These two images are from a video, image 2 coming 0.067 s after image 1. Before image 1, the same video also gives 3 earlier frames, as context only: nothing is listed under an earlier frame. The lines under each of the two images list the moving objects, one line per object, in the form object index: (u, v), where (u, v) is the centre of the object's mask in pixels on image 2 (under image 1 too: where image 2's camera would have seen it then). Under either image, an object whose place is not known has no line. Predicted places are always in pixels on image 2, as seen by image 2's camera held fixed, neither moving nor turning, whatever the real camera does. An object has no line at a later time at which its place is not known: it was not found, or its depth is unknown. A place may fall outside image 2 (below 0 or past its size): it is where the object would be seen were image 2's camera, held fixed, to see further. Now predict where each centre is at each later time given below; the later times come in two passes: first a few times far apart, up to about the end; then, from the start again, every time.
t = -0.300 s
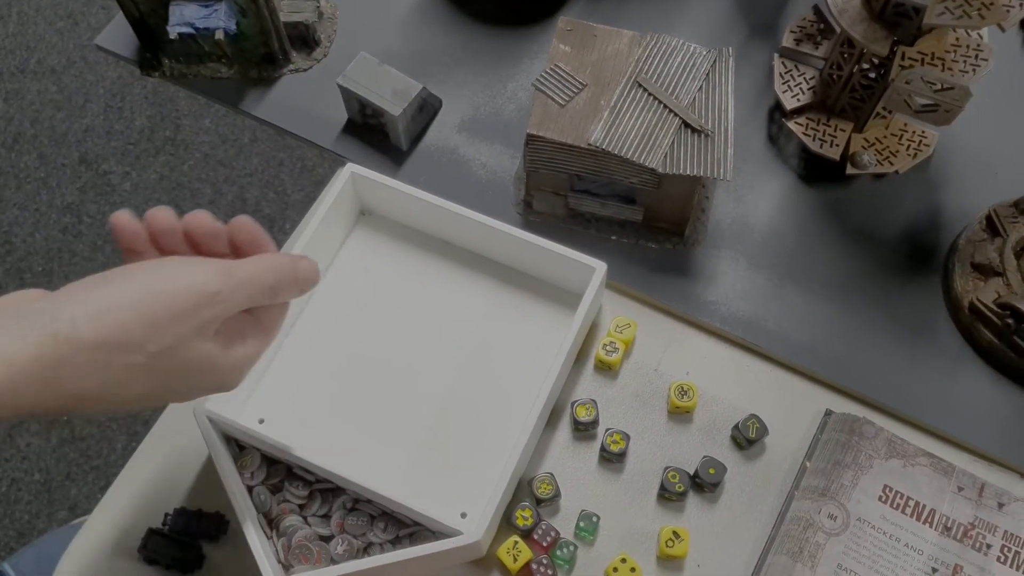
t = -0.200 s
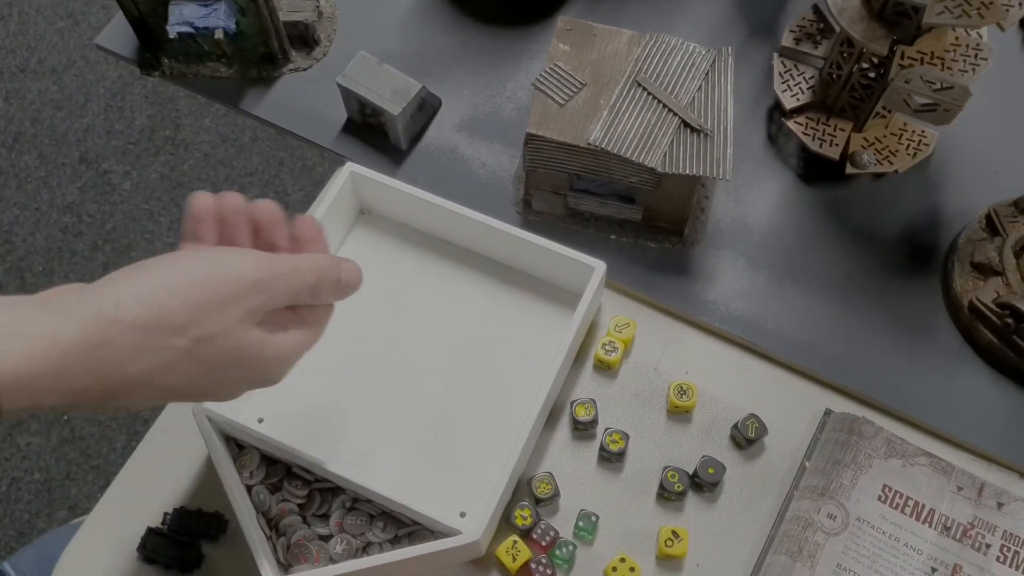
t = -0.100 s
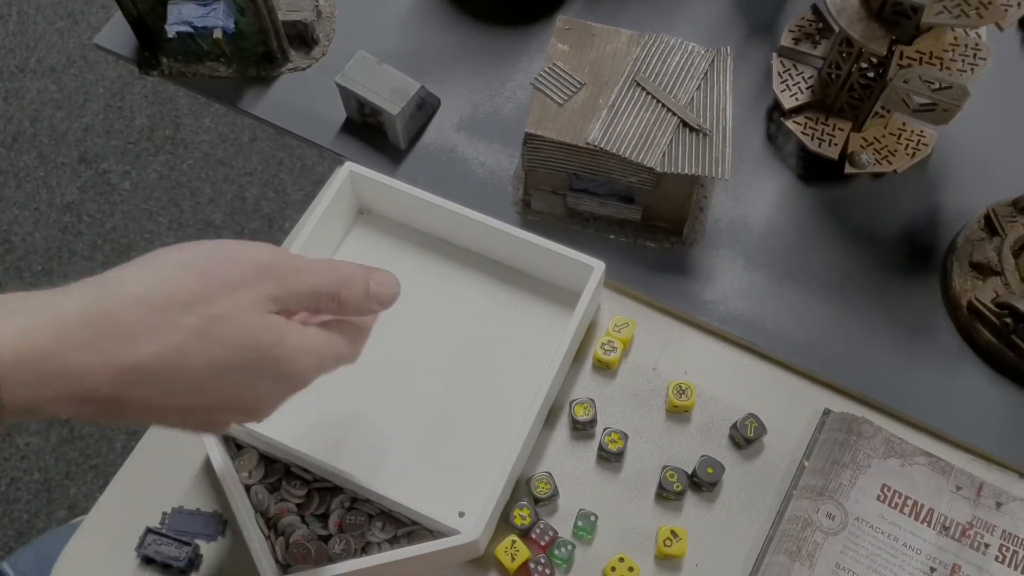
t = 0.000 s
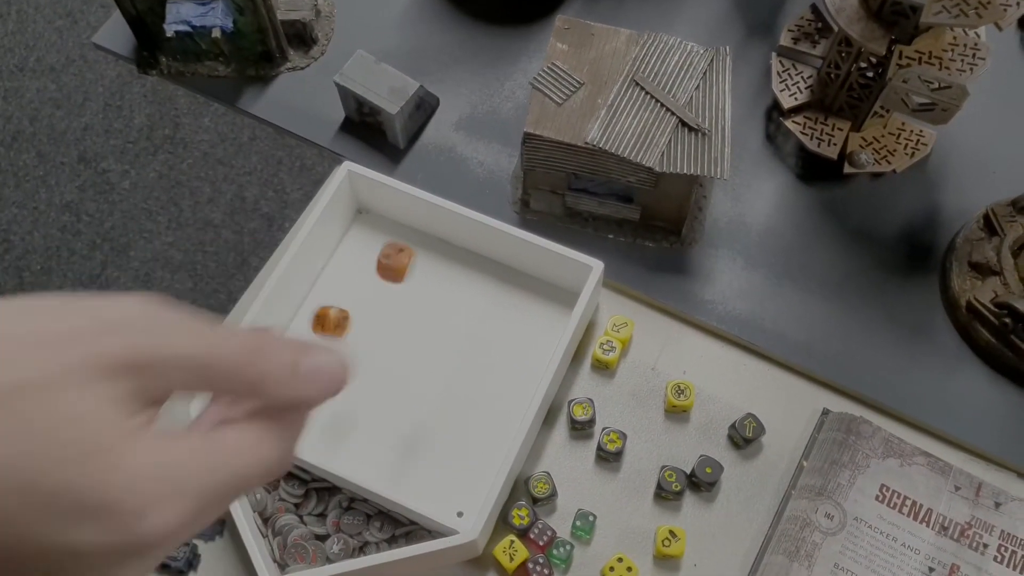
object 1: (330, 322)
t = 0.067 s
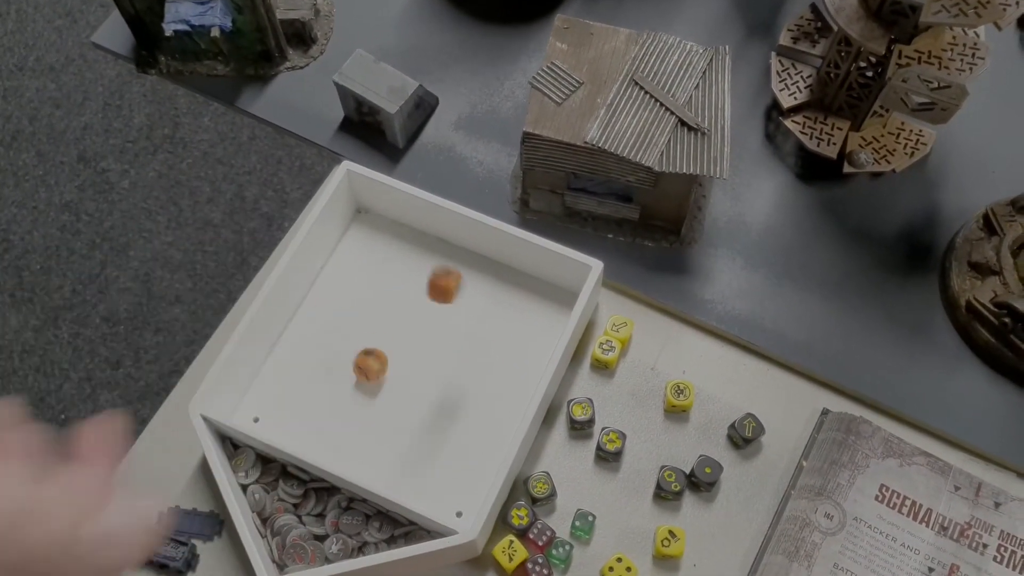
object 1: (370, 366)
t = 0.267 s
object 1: (383, 346)
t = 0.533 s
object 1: (364, 321)
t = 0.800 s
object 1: (363, 329)
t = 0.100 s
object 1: (372, 355)
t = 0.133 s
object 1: (376, 351)
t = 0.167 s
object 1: (383, 355)
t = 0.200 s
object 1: (384, 351)
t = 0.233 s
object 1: (384, 351)
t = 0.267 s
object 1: (383, 346)
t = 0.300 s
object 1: (380, 342)
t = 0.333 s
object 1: (379, 334)
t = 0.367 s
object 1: (379, 329)
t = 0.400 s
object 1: (378, 326)
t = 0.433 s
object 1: (376, 322)
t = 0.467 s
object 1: (373, 318)
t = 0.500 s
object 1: (367, 321)
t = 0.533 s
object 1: (364, 321)
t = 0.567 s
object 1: (362, 323)
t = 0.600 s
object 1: (361, 326)
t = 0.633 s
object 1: (362, 328)
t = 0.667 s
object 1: (363, 329)
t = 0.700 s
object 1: (363, 328)
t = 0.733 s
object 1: (363, 328)
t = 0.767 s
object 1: (363, 329)
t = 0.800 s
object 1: (363, 329)
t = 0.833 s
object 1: (363, 329)
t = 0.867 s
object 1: (363, 329)
